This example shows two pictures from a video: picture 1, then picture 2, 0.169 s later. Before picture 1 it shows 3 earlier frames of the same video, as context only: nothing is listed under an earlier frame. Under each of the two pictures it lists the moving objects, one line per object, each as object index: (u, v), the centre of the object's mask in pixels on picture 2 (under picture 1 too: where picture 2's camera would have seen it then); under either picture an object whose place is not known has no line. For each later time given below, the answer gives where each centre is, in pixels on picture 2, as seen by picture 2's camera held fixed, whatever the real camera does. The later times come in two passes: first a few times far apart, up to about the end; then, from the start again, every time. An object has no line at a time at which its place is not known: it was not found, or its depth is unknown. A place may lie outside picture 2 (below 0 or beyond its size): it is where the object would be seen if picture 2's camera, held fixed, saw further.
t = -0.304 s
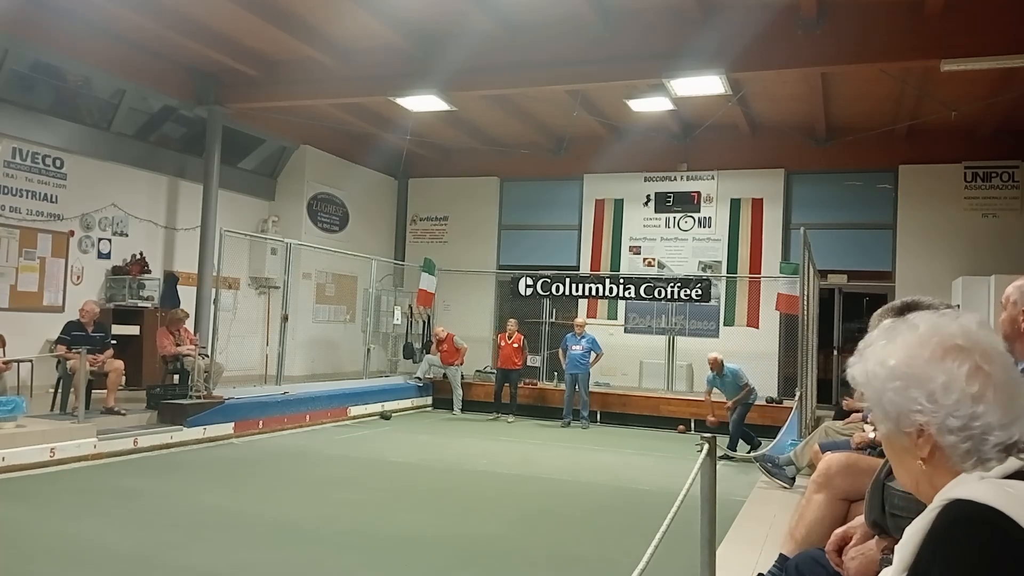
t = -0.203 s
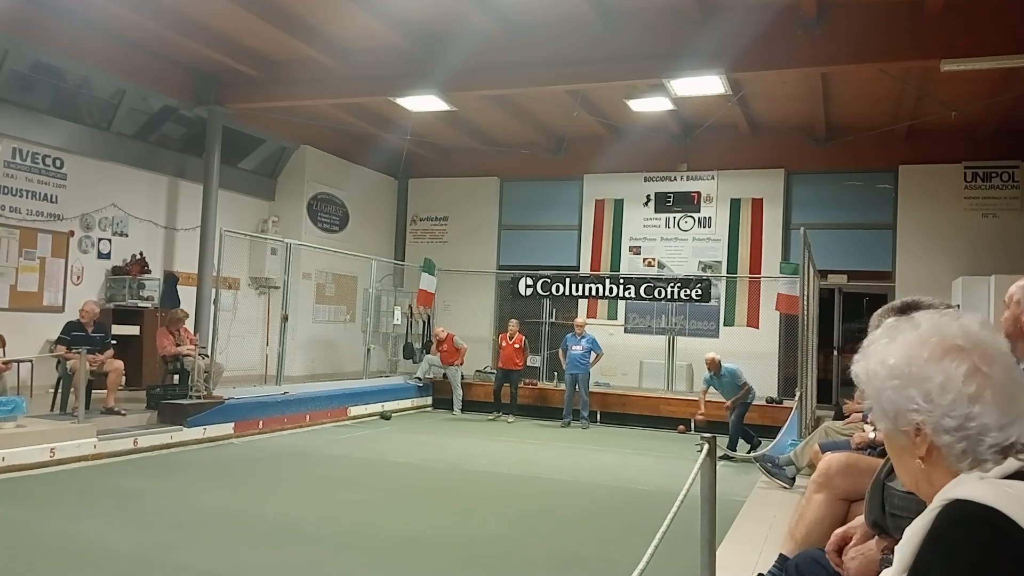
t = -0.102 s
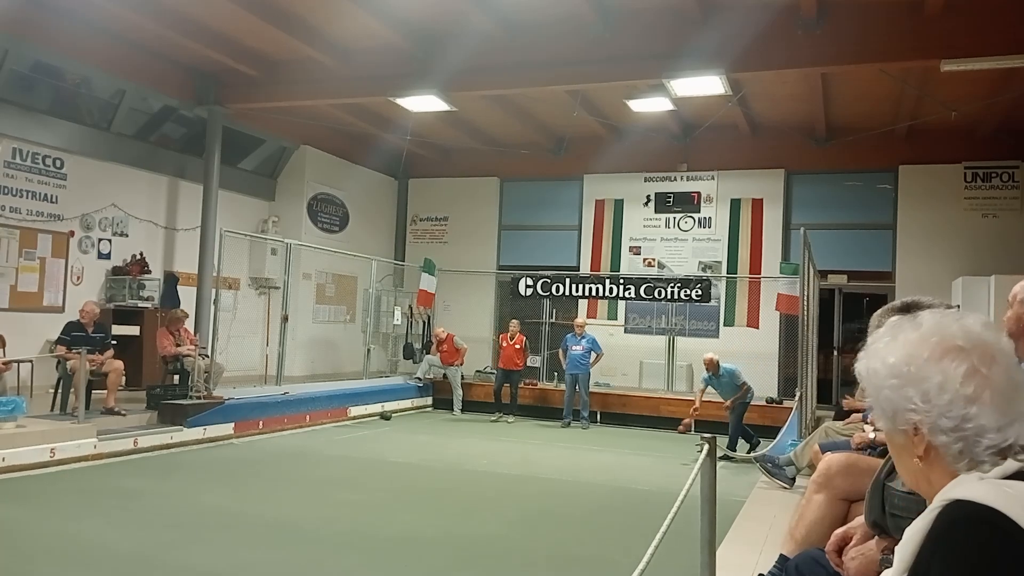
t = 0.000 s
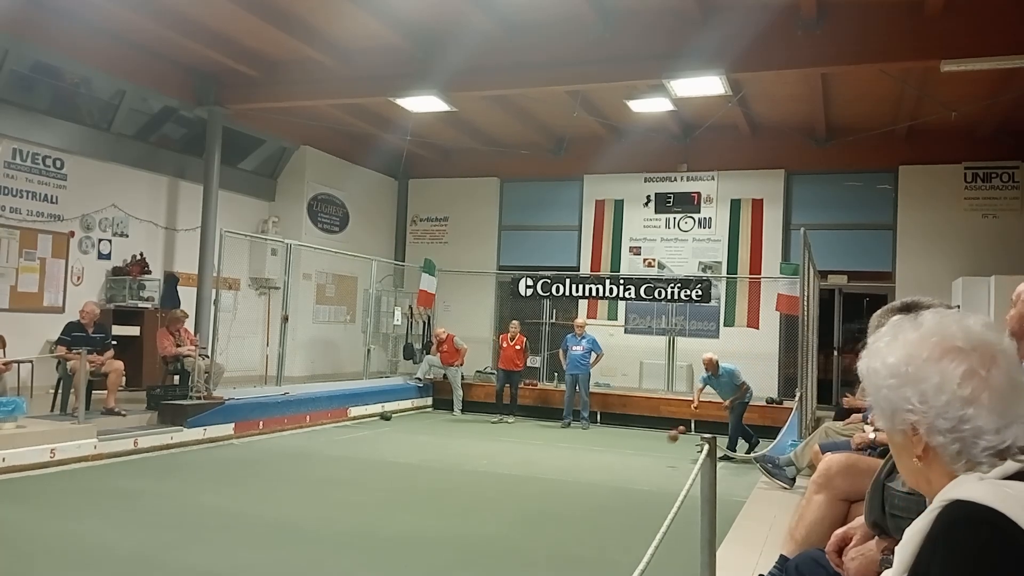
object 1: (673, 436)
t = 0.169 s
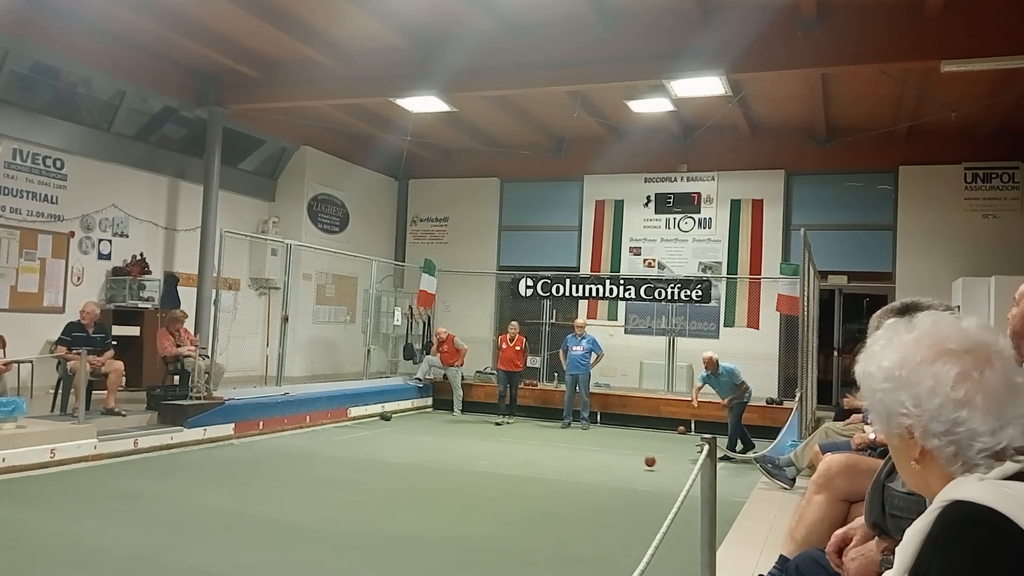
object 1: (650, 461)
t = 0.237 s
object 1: (643, 462)
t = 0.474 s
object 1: (614, 470)
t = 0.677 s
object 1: (588, 474)
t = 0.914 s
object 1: (556, 478)
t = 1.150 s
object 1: (522, 484)
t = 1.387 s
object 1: (485, 489)
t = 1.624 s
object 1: (444, 495)
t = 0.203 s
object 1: (646, 461)
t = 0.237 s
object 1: (643, 462)
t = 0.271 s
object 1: (639, 463)
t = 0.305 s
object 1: (635, 466)
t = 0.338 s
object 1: (631, 467)
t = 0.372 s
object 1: (627, 468)
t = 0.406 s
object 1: (623, 469)
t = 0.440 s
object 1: (619, 469)
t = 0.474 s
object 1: (614, 470)
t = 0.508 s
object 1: (610, 470)
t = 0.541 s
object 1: (606, 471)
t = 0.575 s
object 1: (601, 472)
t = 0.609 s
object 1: (597, 472)
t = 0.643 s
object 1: (592, 473)
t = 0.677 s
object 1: (588, 474)
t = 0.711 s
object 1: (584, 474)
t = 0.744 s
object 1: (579, 475)
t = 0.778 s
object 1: (575, 476)
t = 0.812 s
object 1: (570, 476)
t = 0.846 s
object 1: (565, 477)
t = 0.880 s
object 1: (561, 478)
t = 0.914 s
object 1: (556, 478)
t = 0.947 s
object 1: (551, 479)
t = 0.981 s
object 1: (546, 480)
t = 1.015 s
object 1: (542, 481)
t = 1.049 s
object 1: (537, 481)
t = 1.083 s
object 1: (533, 482)
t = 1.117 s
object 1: (528, 483)
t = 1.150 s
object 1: (522, 484)
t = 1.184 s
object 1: (516, 485)
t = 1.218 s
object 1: (511, 485)
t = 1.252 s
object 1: (506, 486)
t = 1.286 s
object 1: (500, 487)
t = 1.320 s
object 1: (495, 487)
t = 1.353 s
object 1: (490, 488)
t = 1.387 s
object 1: (485, 489)
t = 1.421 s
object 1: (478, 490)
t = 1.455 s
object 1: (472, 492)
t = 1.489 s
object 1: (467, 492)
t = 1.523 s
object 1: (462, 492)
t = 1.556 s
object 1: (456, 493)
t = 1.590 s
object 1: (450, 494)
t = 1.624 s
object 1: (444, 495)
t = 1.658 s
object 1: (438, 496)
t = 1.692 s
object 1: (432, 497)
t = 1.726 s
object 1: (426, 498)
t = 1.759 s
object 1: (420, 499)
